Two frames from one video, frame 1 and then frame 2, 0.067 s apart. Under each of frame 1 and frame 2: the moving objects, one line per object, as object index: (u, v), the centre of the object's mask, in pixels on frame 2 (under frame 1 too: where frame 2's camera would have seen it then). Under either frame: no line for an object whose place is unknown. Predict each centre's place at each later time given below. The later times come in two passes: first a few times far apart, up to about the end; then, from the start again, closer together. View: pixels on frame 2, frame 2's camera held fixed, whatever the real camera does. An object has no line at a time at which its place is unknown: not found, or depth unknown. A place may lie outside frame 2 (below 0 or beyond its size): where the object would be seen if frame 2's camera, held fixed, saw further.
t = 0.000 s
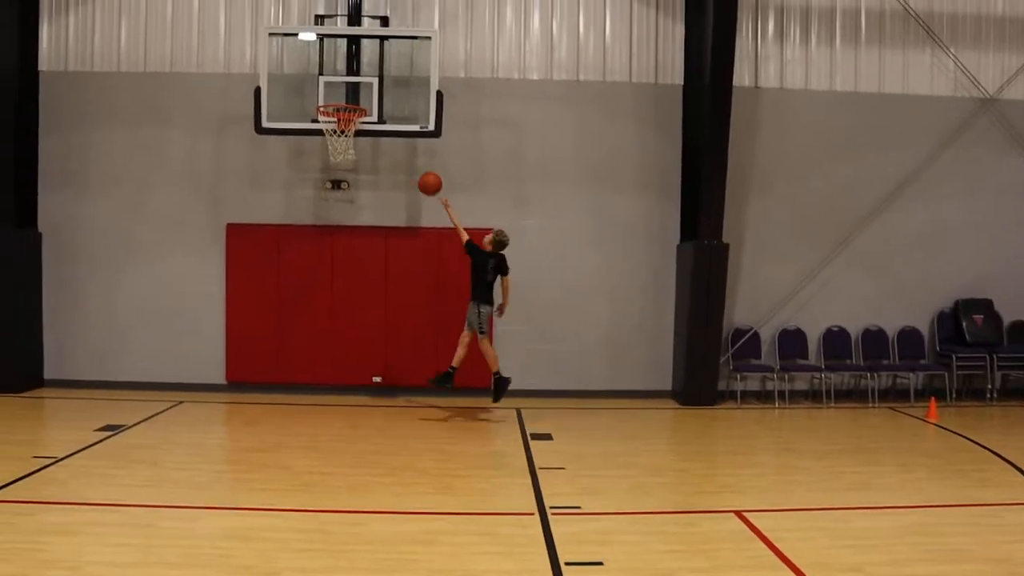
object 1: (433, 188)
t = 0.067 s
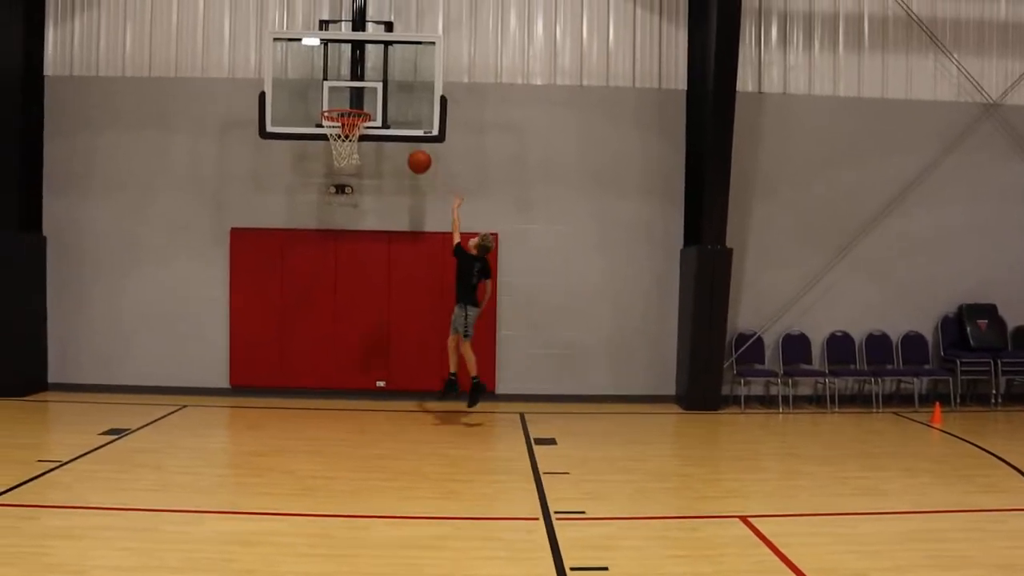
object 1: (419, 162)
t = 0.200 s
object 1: (393, 124)
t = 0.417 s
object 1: (381, 98)
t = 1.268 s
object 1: (434, 312)
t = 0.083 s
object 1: (416, 156)
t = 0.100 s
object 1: (412, 150)
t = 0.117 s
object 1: (409, 145)
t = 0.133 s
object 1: (406, 140)
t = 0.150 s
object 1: (403, 135)
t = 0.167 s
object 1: (399, 131)
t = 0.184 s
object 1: (396, 127)
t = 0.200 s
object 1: (393, 124)
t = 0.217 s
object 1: (390, 120)
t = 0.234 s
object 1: (386, 117)
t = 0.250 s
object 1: (383, 115)
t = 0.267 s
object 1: (381, 112)
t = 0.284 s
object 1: (382, 109)
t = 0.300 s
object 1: (381, 107)
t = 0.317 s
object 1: (381, 105)
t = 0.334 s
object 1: (381, 103)
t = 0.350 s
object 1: (381, 102)
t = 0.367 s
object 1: (381, 101)
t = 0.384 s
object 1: (381, 100)
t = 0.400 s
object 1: (381, 99)
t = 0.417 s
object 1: (381, 98)
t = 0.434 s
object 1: (382, 97)
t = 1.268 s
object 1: (434, 312)
